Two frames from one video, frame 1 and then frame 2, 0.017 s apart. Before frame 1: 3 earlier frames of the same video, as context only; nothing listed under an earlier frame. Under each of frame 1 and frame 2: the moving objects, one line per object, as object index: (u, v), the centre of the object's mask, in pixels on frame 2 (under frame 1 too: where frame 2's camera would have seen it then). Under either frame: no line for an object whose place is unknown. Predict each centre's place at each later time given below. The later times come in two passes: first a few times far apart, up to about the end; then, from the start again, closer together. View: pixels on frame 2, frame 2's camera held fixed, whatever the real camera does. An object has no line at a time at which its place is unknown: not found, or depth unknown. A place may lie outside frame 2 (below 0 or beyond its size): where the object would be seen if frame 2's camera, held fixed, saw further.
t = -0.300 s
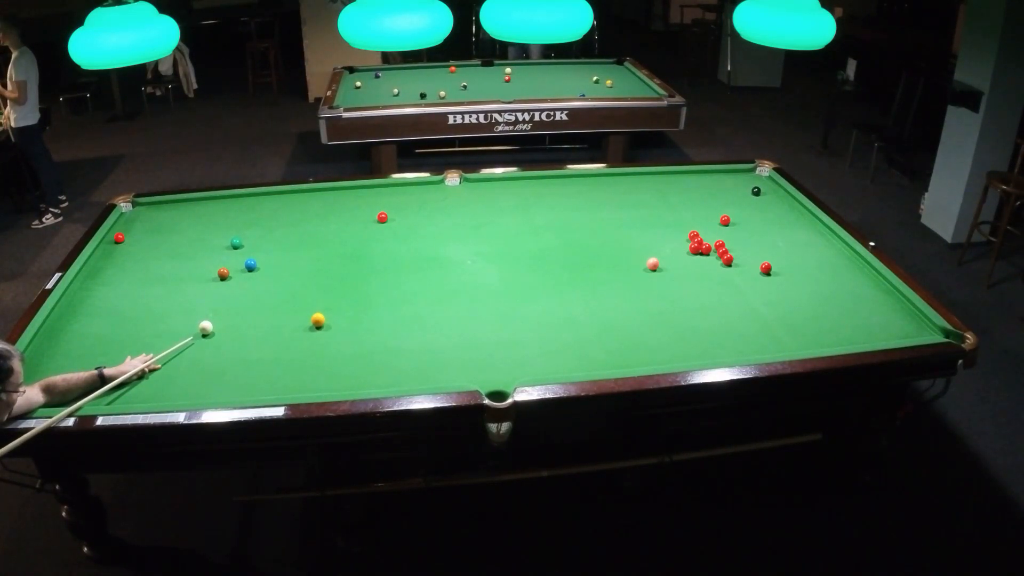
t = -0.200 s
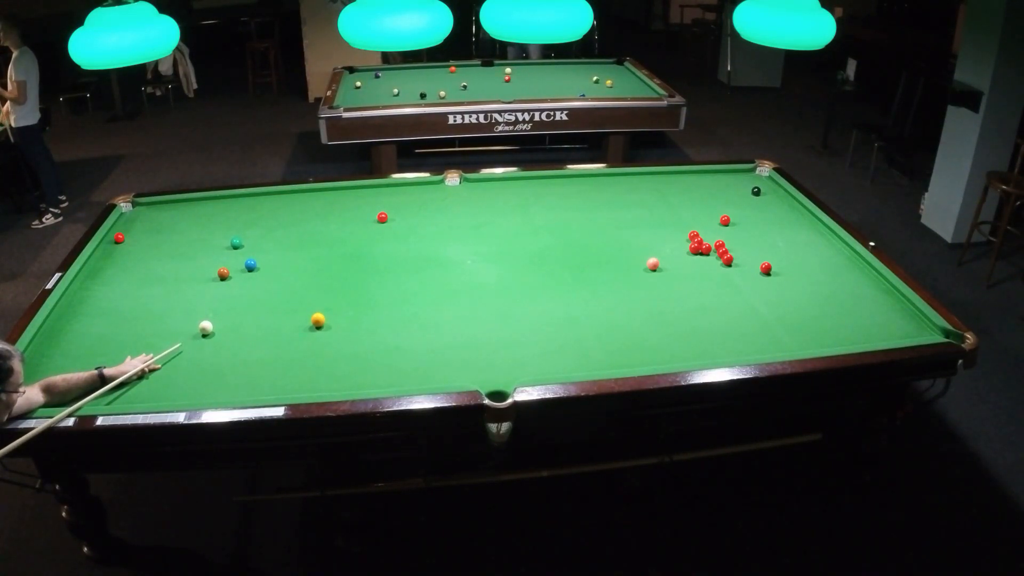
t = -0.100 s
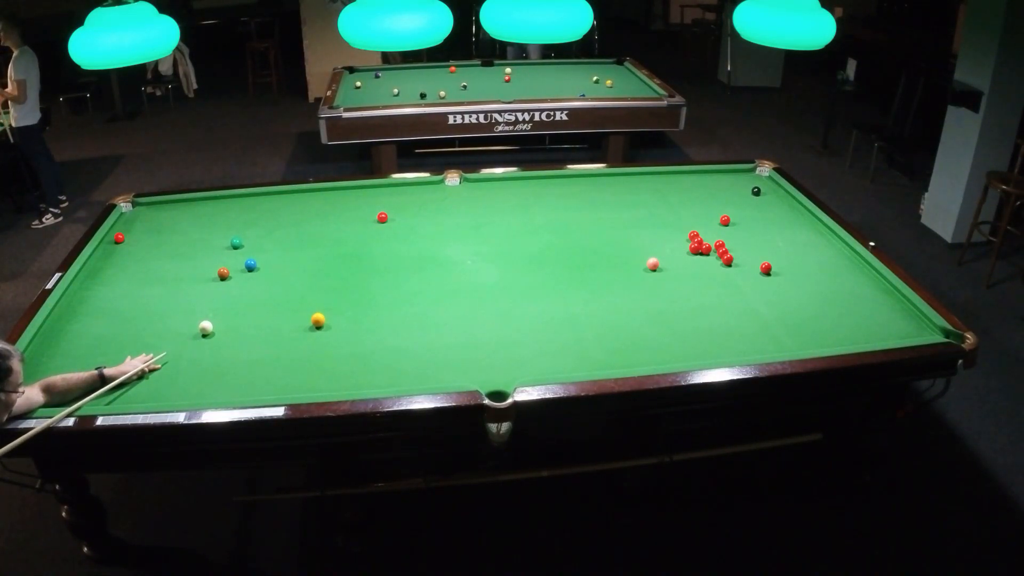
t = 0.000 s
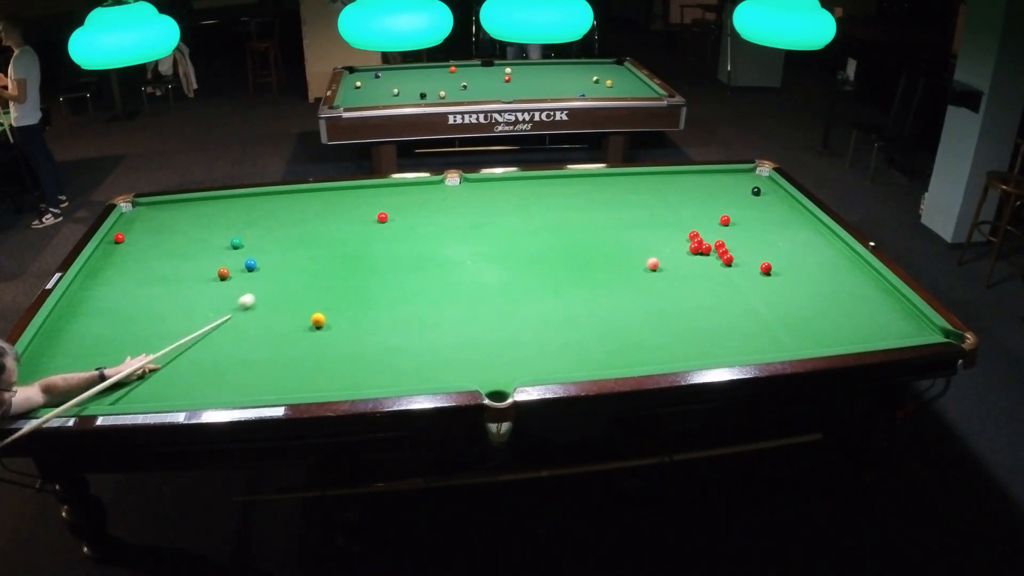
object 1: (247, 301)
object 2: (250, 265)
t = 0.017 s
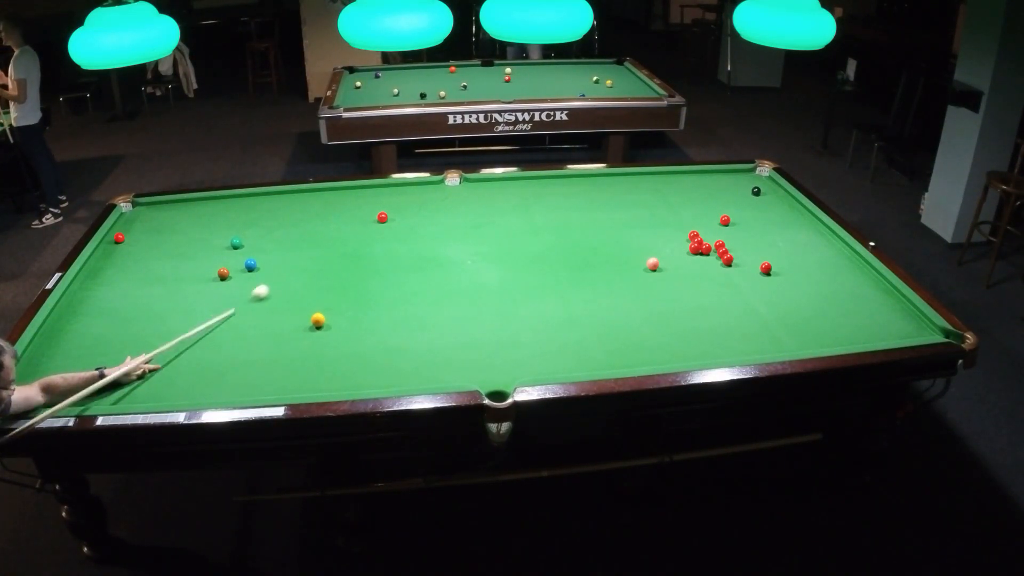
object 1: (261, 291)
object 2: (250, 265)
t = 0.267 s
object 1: (369, 219)
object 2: (250, 265)
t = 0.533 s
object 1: (350, 217)
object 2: (250, 265)
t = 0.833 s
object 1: (331, 215)
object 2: (250, 265)
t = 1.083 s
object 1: (317, 213)
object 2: (233, 266)
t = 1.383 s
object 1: (302, 211)
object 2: (178, 268)
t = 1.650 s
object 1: (290, 210)
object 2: (132, 271)
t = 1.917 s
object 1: (281, 209)
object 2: (91, 273)
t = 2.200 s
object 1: (272, 207)
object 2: (103, 271)
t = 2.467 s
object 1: (265, 206)
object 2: (131, 268)
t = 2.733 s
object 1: (260, 206)
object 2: (158, 265)
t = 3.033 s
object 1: (256, 205)
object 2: (187, 262)
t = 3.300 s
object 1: (254, 204)
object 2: (211, 259)
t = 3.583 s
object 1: (252, 204)
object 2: (235, 257)
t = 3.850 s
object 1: (252, 204)
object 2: (256, 255)
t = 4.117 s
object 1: (252, 204)
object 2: (276, 254)
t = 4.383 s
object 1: (252, 204)
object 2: (295, 252)
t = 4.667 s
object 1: (252, 204)
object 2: (313, 250)
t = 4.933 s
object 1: (252, 204)
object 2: (328, 249)
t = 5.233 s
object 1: (252, 204)
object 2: (344, 248)
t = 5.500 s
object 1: (252, 204)
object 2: (356, 248)
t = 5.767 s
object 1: (252, 204)
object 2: (367, 247)
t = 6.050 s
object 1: (252, 204)
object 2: (377, 246)
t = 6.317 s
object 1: (252, 204)
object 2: (385, 246)
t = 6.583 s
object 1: (252, 204)
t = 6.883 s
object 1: (252, 204)
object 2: (397, 244)
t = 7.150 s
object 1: (252, 204)
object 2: (400, 244)
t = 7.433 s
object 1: (252, 204)
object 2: (401, 244)
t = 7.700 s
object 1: (252, 204)
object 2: (402, 244)
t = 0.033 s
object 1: (274, 283)
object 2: (250, 265)
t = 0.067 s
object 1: (299, 267)
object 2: (250, 265)
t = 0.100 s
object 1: (322, 253)
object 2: (250, 265)
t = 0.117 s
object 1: (333, 247)
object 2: (250, 265)
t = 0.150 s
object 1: (353, 234)
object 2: (250, 265)
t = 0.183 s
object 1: (371, 223)
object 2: (250, 265)
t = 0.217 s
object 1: (373, 220)
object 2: (250, 265)
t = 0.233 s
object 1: (372, 220)
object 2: (250, 265)
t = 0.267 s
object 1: (369, 219)
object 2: (250, 265)
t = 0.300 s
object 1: (367, 219)
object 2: (250, 265)
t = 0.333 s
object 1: (365, 219)
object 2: (250, 265)
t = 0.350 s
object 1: (363, 219)
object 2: (250, 265)
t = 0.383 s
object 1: (361, 218)
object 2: (250, 265)
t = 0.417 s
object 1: (358, 218)
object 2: (250, 265)
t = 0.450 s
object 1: (356, 218)
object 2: (250, 265)
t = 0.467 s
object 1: (355, 218)
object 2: (250, 265)
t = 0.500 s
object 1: (353, 217)
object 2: (250, 265)
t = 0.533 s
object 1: (350, 217)
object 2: (250, 265)
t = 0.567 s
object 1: (348, 217)
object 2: (250, 265)
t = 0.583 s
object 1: (347, 217)
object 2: (250, 265)
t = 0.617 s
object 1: (345, 217)
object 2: (250, 265)
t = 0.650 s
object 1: (343, 216)
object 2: (250, 265)
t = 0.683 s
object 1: (341, 216)
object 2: (250, 265)
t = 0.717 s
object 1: (338, 216)
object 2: (250, 265)
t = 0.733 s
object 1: (337, 216)
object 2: (250, 265)
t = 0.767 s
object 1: (335, 215)
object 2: (250, 265)
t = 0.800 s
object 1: (333, 215)
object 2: (250, 265)
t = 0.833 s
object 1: (331, 215)
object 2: (250, 265)
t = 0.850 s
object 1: (330, 215)
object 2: (250, 265)
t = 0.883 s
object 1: (328, 215)
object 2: (250, 265)
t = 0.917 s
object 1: (326, 214)
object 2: (250, 265)
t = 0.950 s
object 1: (324, 214)
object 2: (250, 265)
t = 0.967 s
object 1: (324, 214)
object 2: (250, 265)
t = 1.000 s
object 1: (322, 214)
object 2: (250, 265)
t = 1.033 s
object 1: (320, 214)
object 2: (245, 265)
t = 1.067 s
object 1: (318, 213)
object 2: (237, 265)
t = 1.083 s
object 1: (317, 213)
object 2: (233, 266)
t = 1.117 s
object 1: (315, 213)
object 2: (227, 264)
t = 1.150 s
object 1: (314, 213)
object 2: (219, 264)
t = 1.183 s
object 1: (312, 213)
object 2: (213, 266)
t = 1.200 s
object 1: (311, 213)
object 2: (210, 267)
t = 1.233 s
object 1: (309, 212)
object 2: (204, 267)
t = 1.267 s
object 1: (308, 212)
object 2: (198, 267)
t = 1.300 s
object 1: (306, 212)
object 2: (192, 268)
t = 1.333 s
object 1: (304, 212)
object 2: (186, 268)
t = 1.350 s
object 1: (304, 212)
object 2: (184, 268)
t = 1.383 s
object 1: (302, 211)
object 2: (178, 268)
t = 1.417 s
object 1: (301, 211)
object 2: (172, 269)
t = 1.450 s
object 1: (299, 211)
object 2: (166, 269)
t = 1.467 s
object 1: (298, 211)
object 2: (163, 269)
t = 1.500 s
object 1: (297, 211)
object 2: (157, 270)
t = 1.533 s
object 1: (295, 211)
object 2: (152, 270)
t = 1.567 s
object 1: (294, 210)
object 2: (146, 270)
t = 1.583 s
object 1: (293, 210)
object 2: (143, 271)
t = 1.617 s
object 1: (292, 210)
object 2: (138, 271)
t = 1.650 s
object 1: (290, 210)
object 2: (132, 271)
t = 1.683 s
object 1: (289, 210)
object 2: (127, 271)
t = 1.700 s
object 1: (289, 210)
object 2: (125, 271)
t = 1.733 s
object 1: (287, 210)
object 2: (119, 272)
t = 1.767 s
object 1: (286, 209)
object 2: (114, 272)
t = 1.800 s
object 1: (285, 209)
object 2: (109, 272)
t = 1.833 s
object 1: (284, 209)
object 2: (104, 273)
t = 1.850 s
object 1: (283, 209)
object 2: (101, 273)
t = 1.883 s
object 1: (282, 209)
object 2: (96, 273)
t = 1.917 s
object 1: (281, 209)
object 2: (91, 273)
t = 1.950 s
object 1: (280, 209)
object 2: (86, 274)
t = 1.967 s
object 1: (279, 209)
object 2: (84, 274)
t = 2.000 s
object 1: (278, 208)
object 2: (81, 274)
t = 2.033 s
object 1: (277, 208)
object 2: (85, 273)
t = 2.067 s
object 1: (276, 208)
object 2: (89, 273)
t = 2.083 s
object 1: (275, 208)
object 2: (91, 273)
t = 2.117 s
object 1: (274, 208)
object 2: (94, 272)
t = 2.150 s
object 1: (273, 208)
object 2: (98, 272)
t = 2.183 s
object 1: (272, 208)
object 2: (101, 272)
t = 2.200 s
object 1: (272, 207)
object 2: (103, 271)
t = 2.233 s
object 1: (271, 207)
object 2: (107, 271)
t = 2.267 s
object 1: (270, 207)
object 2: (110, 271)
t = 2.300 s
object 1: (269, 207)
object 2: (114, 270)
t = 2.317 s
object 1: (269, 207)
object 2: (116, 270)
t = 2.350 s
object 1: (268, 207)
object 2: (119, 270)
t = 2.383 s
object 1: (267, 207)
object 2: (123, 269)
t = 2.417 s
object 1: (266, 207)
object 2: (126, 269)
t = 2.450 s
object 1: (266, 206)
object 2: (129, 269)
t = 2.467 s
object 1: (265, 206)
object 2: (131, 268)
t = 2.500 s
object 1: (265, 206)
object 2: (135, 268)
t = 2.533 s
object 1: (264, 206)
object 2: (138, 268)
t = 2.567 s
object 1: (263, 206)
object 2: (141, 267)
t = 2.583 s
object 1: (263, 206)
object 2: (143, 267)
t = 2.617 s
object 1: (262, 206)
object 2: (146, 267)
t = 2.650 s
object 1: (262, 206)
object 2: (150, 266)
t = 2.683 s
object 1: (261, 206)
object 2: (153, 266)
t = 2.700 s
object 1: (261, 206)
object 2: (155, 266)
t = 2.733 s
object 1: (260, 206)
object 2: (158, 265)
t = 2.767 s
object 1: (259, 205)
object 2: (161, 265)
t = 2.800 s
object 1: (259, 205)
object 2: (165, 265)
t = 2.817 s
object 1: (259, 205)
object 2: (166, 264)
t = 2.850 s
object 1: (258, 205)
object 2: (169, 264)
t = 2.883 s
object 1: (258, 205)
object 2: (173, 264)
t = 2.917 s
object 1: (257, 205)
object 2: (176, 263)
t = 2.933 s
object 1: (257, 205)
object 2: (177, 263)
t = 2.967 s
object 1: (257, 205)
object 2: (181, 263)
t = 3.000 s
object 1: (256, 205)
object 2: (184, 262)
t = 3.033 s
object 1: (256, 205)
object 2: (187, 262)
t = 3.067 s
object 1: (256, 205)
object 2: (190, 262)
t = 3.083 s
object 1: (256, 205)
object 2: (191, 262)
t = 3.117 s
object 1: (255, 204)
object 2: (194, 261)
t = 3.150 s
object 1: (255, 204)
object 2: (197, 261)
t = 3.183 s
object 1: (255, 204)
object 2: (200, 261)
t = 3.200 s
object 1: (254, 204)
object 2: (202, 260)
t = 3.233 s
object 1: (254, 204)
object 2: (205, 260)
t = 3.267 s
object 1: (254, 204)
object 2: (208, 260)
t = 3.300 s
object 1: (254, 204)
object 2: (211, 259)
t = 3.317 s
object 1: (254, 204)
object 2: (212, 260)
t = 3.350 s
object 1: (253, 204)
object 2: (215, 259)
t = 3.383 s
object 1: (253, 204)
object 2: (218, 259)
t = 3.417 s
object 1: (253, 204)
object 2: (221, 259)
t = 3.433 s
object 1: (253, 204)
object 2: (222, 259)
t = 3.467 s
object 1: (253, 204)
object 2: (225, 258)
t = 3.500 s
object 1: (253, 204)
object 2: (228, 258)
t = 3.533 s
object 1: (252, 204)
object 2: (231, 258)
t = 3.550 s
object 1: (252, 204)
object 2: (232, 258)
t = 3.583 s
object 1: (252, 204)
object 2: (235, 257)
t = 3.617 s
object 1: (252, 204)
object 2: (237, 257)
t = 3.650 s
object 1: (252, 204)
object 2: (240, 257)
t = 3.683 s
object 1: (252, 204)
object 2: (243, 256)
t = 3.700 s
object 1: (252, 204)
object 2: (244, 256)
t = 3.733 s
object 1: (252, 204)
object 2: (247, 256)
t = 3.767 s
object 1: (252, 204)
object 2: (250, 256)
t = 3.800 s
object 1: (252, 204)
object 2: (252, 255)
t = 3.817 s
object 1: (252, 204)
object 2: (254, 255)
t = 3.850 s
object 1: (252, 204)
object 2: (256, 255)
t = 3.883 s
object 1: (252, 204)
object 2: (259, 255)
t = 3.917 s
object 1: (252, 204)
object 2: (261, 255)
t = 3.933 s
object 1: (252, 204)
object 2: (262, 254)
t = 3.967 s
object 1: (252, 204)
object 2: (265, 254)
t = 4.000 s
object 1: (252, 204)
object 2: (268, 254)
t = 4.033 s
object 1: (252, 204)
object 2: (270, 254)
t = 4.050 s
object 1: (252, 204)
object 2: (271, 254)
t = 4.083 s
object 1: (252, 204)
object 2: (274, 254)
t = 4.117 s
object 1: (252, 204)
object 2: (276, 254)
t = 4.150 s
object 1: (252, 204)
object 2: (278, 253)
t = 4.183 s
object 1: (252, 204)
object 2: (281, 253)
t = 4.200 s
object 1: (252, 204)
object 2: (282, 253)
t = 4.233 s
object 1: (252, 204)
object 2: (284, 253)
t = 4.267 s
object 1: (252, 204)
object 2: (287, 252)
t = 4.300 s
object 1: (252, 204)
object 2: (289, 252)
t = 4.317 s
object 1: (252, 204)
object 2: (290, 252)
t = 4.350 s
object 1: (252, 204)
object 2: (292, 252)
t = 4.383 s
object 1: (252, 204)
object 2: (295, 252)
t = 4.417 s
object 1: (252, 204)
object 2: (297, 252)
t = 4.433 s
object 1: (252, 204)
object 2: (298, 251)
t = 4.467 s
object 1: (252, 204)
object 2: (300, 251)
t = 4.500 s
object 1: (252, 204)
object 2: (302, 251)
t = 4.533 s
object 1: (252, 204)
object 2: (304, 251)
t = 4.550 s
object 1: (252, 204)
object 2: (305, 251)
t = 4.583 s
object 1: (252, 204)
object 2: (307, 251)
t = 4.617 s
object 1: (252, 204)
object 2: (310, 251)
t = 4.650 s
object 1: (252, 204)
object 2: (312, 250)
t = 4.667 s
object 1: (252, 204)
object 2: (313, 250)
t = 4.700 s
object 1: (252, 204)
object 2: (315, 250)
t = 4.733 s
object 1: (252, 204)
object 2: (317, 250)
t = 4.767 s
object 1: (252, 204)
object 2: (319, 250)
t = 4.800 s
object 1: (252, 204)
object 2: (321, 250)
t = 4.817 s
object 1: (252, 204)
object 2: (322, 250)
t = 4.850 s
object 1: (252, 204)
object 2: (324, 249)
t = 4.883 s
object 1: (252, 204)
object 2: (325, 249)
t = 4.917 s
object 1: (252, 204)
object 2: (327, 249)
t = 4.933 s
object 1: (252, 204)
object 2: (328, 249)
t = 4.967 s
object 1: (252, 204)
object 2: (330, 249)
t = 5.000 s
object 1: (252, 204)
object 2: (332, 249)
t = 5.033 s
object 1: (252, 204)
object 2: (334, 249)
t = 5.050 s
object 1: (252, 204)
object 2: (335, 249)
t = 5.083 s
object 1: (252, 204)
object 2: (336, 249)
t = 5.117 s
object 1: (252, 204)
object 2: (338, 249)
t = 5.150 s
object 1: (252, 204)
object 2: (340, 249)
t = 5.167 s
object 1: (252, 204)
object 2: (340, 248)
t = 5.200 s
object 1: (252, 204)
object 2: (342, 248)
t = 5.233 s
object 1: (252, 204)
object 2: (344, 248)
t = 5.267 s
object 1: (252, 204)
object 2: (345, 248)
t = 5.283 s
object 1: (252, 204)
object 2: (346, 248)
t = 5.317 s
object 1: (252, 204)
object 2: (348, 248)
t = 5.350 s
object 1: (252, 204)
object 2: (349, 248)
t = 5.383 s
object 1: (252, 204)
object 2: (351, 248)
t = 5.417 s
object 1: (252, 204)
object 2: (352, 248)
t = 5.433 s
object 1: (252, 204)
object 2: (353, 248)
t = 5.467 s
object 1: (252, 204)
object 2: (355, 247)
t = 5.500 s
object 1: (252, 204)
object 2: (356, 248)
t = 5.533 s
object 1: (252, 204)
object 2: (358, 247)
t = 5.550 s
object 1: (252, 204)
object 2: (359, 247)
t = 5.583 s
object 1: (252, 204)
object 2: (360, 247)
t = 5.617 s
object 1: (252, 204)
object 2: (361, 247)
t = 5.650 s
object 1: (252, 204)
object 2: (363, 247)
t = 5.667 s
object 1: (252, 204)
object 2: (363, 247)
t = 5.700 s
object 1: (252, 204)
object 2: (365, 247)
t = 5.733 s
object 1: (252, 204)
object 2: (366, 247)
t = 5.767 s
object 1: (252, 204)
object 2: (367, 247)
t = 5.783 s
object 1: (252, 204)
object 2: (368, 247)
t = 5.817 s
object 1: (252, 204)
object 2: (369, 247)
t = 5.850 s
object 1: (252, 204)
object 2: (370, 247)
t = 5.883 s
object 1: (252, 204)
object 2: (372, 246)
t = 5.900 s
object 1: (252, 204)
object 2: (372, 247)
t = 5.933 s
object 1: (252, 204)
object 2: (373, 247)
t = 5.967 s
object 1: (252, 204)
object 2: (374, 246)
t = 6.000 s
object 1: (252, 204)
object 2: (376, 246)
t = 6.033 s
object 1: (252, 204)
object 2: (377, 246)
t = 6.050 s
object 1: (252, 204)
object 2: (377, 246)
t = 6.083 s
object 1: (252, 204)
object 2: (379, 246)
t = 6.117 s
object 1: (252, 204)
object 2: (379, 246)
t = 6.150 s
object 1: (252, 204)
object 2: (380, 246)
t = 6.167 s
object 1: (252, 204)
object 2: (381, 246)
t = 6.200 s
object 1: (252, 204)
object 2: (382, 246)
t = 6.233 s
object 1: (252, 204)
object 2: (383, 246)
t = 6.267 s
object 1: (252, 204)
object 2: (384, 246)
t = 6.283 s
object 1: (252, 204)
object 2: (384, 246)
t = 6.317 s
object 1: (252, 204)
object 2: (385, 246)
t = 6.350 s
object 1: (252, 204)
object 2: (386, 246)
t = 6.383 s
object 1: (252, 204)
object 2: (387, 246)
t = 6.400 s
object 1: (252, 204)
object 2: (388, 245)
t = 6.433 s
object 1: (252, 204)
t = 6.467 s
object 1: (252, 204)
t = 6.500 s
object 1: (252, 204)
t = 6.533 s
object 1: (252, 204)
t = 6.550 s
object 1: (252, 204)
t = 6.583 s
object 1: (252, 204)
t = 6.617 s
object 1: (252, 204)
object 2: (392, 245)
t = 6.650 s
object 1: (252, 204)
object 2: (393, 245)
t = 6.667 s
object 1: (252, 204)
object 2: (393, 245)
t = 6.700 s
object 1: (252, 204)
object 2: (394, 245)
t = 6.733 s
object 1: (252, 204)
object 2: (394, 245)
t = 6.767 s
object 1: (252, 204)
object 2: (395, 245)
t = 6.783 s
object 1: (252, 204)
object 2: (395, 245)
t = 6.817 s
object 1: (252, 204)
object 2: (396, 244)
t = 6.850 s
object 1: (252, 204)
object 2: (396, 245)
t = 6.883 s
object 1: (252, 204)
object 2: (397, 244)
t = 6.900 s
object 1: (252, 204)
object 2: (397, 244)
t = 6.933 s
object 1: (252, 204)
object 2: (397, 244)
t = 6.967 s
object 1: (252, 204)
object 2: (398, 244)
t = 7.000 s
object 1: (252, 204)
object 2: (398, 244)
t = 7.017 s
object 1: (252, 204)
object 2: (398, 244)
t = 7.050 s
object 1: (252, 204)
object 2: (399, 244)
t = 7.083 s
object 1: (252, 204)
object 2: (399, 244)
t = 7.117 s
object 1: (252, 204)
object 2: (399, 244)
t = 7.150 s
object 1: (252, 204)
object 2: (400, 244)
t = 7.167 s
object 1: (252, 204)
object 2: (400, 244)
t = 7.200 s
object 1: (252, 204)
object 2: (400, 244)
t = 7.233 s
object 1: (252, 204)
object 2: (400, 244)
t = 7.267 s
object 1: (252, 204)
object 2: (401, 244)
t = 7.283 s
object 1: (252, 204)
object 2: (401, 244)
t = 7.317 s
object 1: (252, 204)
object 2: (401, 244)
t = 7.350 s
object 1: (252, 204)
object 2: (401, 244)
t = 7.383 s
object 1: (252, 204)
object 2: (401, 244)
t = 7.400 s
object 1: (252, 204)
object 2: (401, 244)
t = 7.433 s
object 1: (252, 204)
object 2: (401, 244)
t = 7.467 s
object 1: (252, 204)
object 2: (402, 244)
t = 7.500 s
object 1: (252, 204)
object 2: (402, 244)
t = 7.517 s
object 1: (252, 204)
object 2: (402, 244)
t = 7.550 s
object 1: (252, 204)
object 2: (402, 244)
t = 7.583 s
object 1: (252, 204)
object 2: (402, 244)
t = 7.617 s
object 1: (252, 204)
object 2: (402, 244)
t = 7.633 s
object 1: (252, 204)
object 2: (402, 244)
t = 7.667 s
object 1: (252, 204)
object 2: (402, 244)
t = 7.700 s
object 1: (252, 204)
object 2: (402, 244)
